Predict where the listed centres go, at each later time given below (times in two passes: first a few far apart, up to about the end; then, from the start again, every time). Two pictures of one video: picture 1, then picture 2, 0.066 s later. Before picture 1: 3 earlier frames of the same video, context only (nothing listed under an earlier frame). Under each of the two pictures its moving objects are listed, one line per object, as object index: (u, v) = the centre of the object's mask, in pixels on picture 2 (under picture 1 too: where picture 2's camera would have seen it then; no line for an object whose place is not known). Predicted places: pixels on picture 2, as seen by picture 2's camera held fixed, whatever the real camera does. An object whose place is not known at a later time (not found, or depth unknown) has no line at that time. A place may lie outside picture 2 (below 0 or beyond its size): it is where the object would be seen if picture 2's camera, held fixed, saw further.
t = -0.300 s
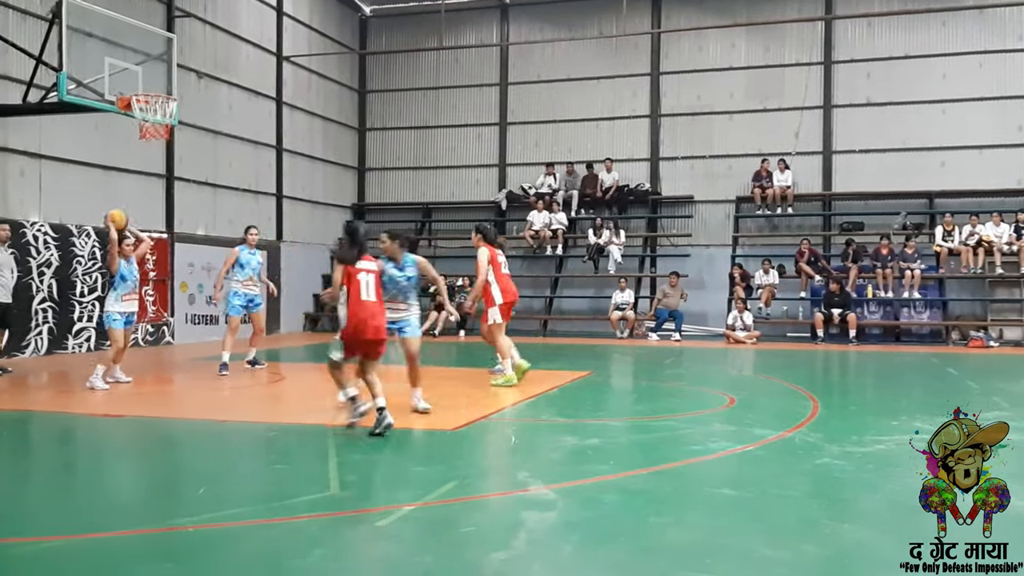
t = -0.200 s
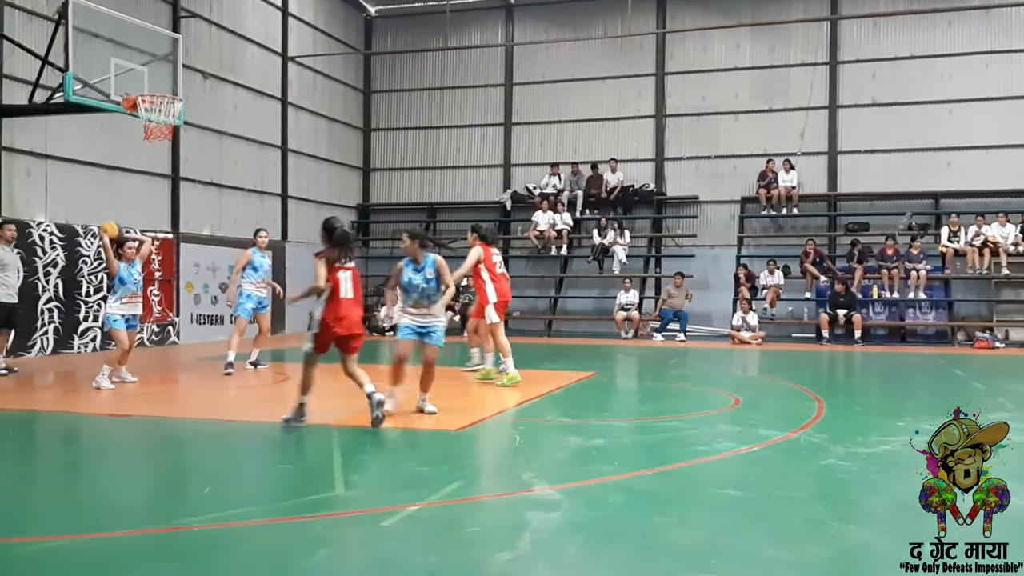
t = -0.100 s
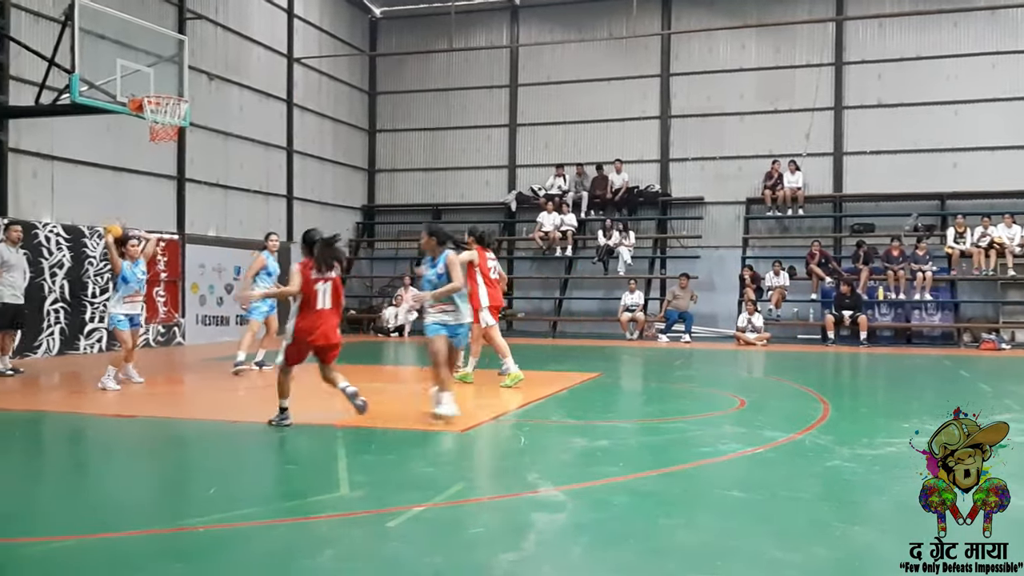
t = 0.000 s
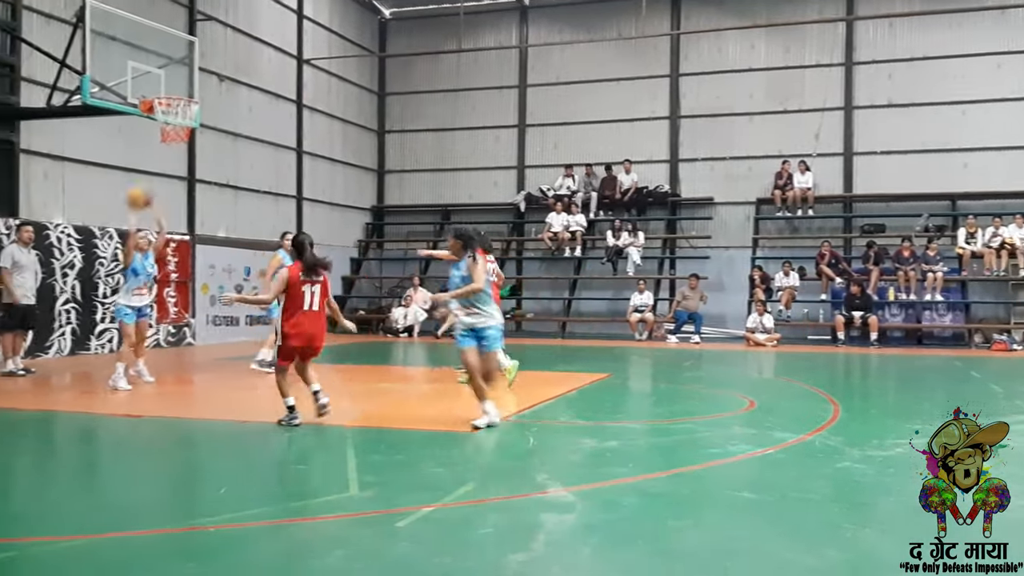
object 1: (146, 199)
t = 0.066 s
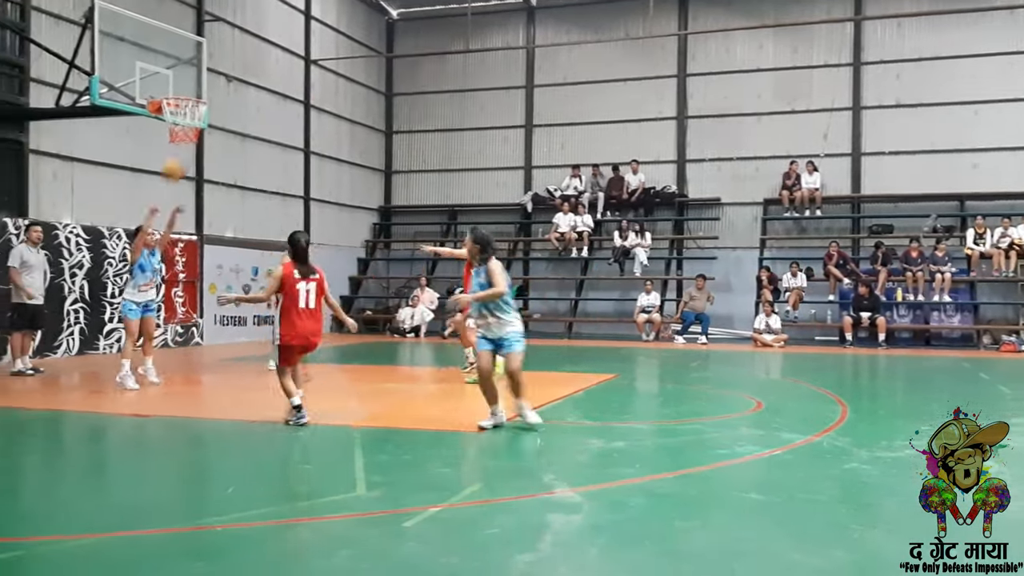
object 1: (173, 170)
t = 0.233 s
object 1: (250, 113)
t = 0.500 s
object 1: (401, 71)
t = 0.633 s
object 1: (487, 81)
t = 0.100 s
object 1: (187, 157)
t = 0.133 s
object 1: (202, 143)
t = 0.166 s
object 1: (219, 133)
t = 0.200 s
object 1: (234, 122)
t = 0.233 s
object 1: (250, 113)
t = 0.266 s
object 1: (269, 104)
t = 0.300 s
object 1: (285, 95)
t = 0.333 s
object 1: (301, 89)
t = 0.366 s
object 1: (321, 83)
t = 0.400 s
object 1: (340, 78)
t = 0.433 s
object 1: (360, 75)
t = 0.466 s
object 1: (381, 72)
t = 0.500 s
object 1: (401, 71)
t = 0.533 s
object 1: (423, 71)
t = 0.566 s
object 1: (443, 74)
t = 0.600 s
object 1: (466, 76)
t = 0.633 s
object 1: (487, 81)
